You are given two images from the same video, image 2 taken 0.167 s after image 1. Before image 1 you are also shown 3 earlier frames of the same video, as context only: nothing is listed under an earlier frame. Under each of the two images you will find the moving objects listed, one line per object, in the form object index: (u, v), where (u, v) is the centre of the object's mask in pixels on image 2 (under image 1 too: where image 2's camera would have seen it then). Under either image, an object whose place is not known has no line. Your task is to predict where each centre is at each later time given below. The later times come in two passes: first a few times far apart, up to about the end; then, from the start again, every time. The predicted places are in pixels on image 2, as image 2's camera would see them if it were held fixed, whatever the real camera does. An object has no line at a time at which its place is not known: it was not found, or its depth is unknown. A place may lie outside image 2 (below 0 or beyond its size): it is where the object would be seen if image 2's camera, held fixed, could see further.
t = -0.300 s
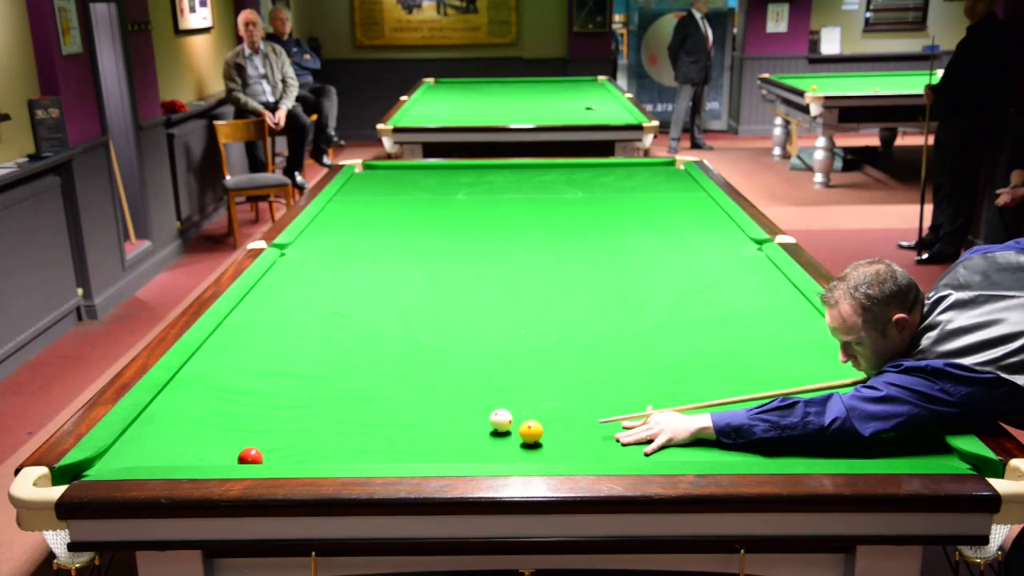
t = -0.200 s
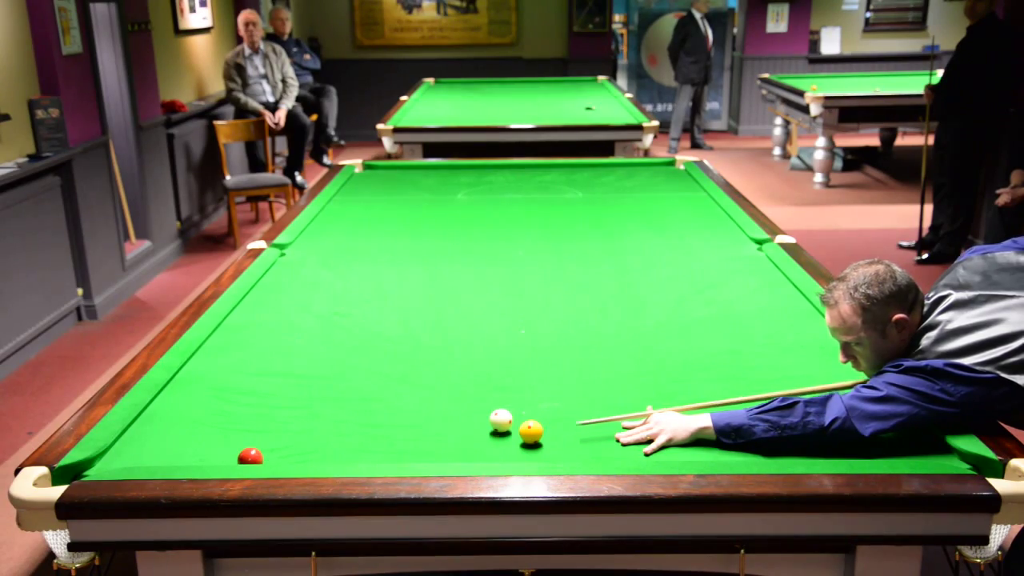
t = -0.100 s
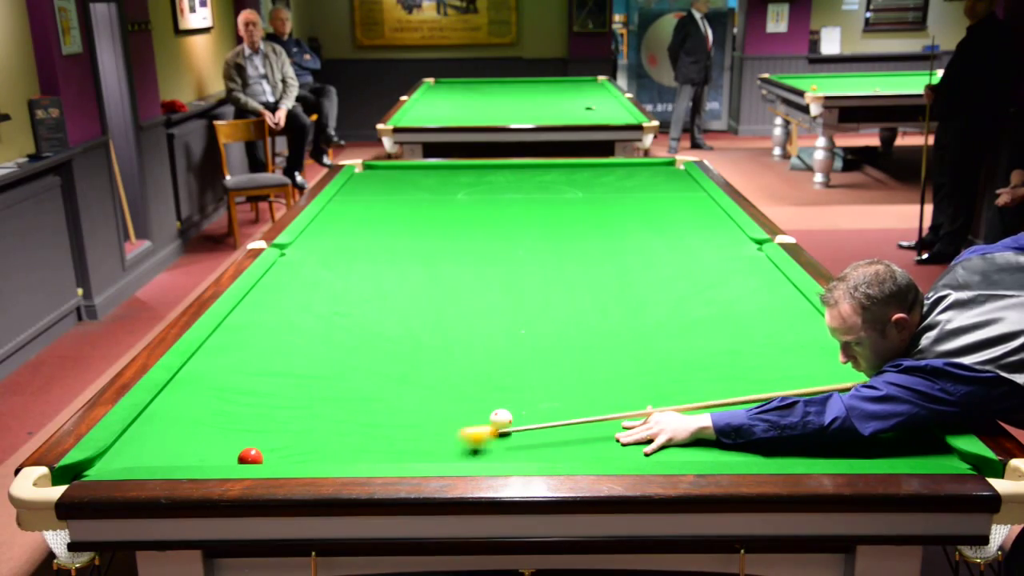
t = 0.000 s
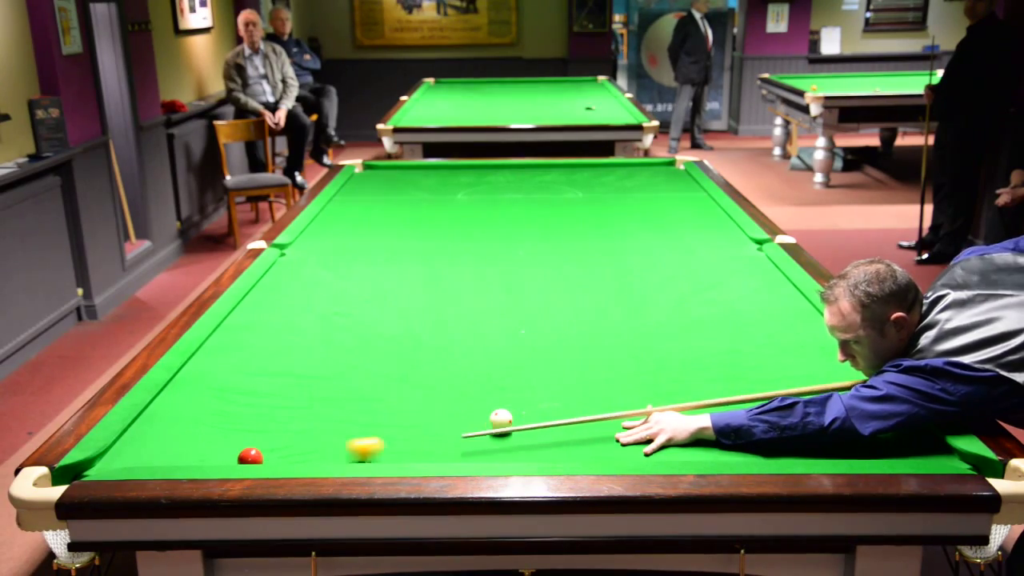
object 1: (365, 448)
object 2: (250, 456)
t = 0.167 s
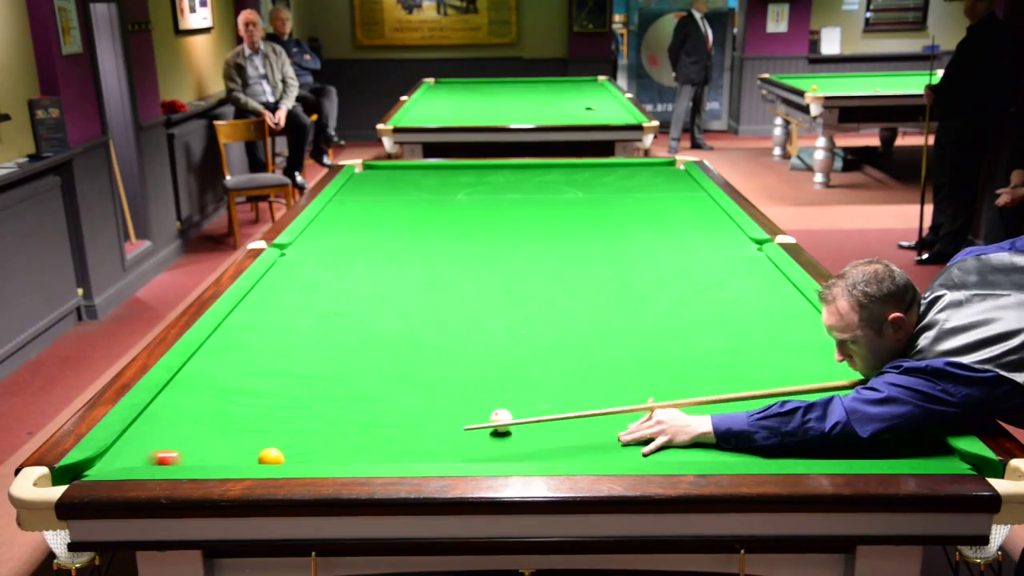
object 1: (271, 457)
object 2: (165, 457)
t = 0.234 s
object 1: (266, 454)
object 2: (101, 461)
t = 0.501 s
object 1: (212, 444)
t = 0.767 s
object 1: (157, 435)
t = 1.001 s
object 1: (154, 427)
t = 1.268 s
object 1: (192, 419)
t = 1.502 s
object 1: (222, 413)
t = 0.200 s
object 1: (269, 455)
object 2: (133, 459)
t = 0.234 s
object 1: (266, 454)
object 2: (101, 461)
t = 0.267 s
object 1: (261, 453)
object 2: (92, 467)
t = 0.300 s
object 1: (256, 452)
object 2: (84, 473)
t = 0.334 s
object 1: (249, 450)
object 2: (74, 478)
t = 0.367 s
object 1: (242, 449)
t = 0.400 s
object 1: (235, 448)
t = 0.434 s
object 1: (227, 447)
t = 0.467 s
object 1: (220, 446)
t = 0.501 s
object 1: (212, 444)
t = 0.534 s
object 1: (205, 443)
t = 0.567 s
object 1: (198, 442)
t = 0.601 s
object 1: (191, 441)
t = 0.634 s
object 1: (184, 439)
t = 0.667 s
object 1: (178, 438)
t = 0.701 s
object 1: (171, 437)
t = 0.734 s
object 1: (164, 436)
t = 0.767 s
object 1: (157, 435)
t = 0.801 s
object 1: (151, 434)
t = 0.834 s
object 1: (144, 433)
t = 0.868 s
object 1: (137, 432)
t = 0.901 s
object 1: (137, 431)
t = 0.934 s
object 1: (143, 429)
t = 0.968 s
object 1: (149, 428)
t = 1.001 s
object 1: (154, 427)
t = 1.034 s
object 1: (159, 426)
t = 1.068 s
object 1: (164, 425)
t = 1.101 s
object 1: (169, 424)
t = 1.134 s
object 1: (174, 422)
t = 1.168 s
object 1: (179, 422)
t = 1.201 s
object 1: (184, 420)
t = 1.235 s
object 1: (188, 420)
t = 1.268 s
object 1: (192, 419)
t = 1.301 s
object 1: (197, 418)
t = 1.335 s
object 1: (201, 417)
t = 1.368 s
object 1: (206, 416)
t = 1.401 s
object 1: (210, 415)
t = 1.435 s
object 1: (214, 414)
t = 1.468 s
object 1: (218, 414)
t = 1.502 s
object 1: (222, 413)
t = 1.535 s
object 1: (226, 412)
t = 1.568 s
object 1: (231, 411)
